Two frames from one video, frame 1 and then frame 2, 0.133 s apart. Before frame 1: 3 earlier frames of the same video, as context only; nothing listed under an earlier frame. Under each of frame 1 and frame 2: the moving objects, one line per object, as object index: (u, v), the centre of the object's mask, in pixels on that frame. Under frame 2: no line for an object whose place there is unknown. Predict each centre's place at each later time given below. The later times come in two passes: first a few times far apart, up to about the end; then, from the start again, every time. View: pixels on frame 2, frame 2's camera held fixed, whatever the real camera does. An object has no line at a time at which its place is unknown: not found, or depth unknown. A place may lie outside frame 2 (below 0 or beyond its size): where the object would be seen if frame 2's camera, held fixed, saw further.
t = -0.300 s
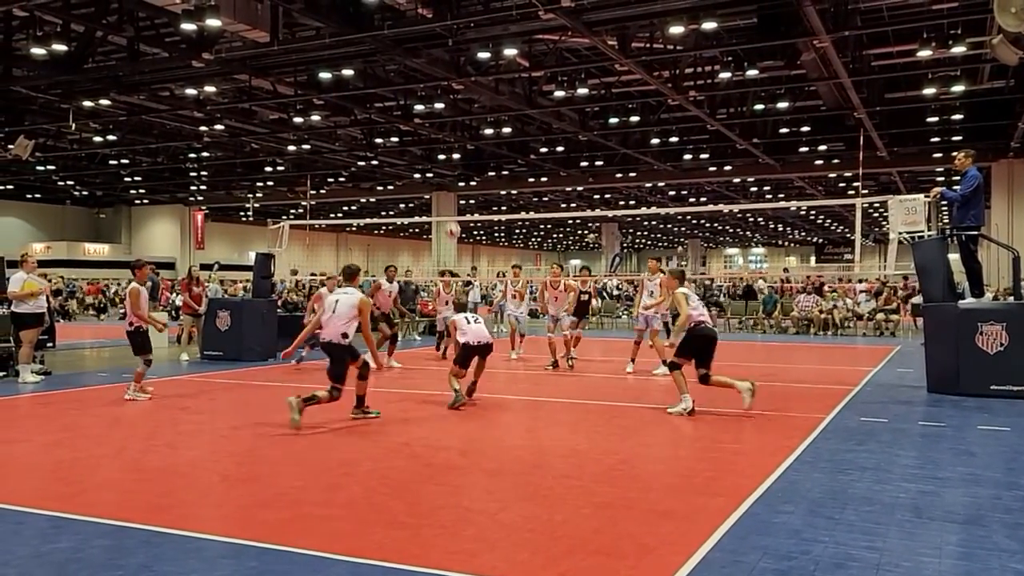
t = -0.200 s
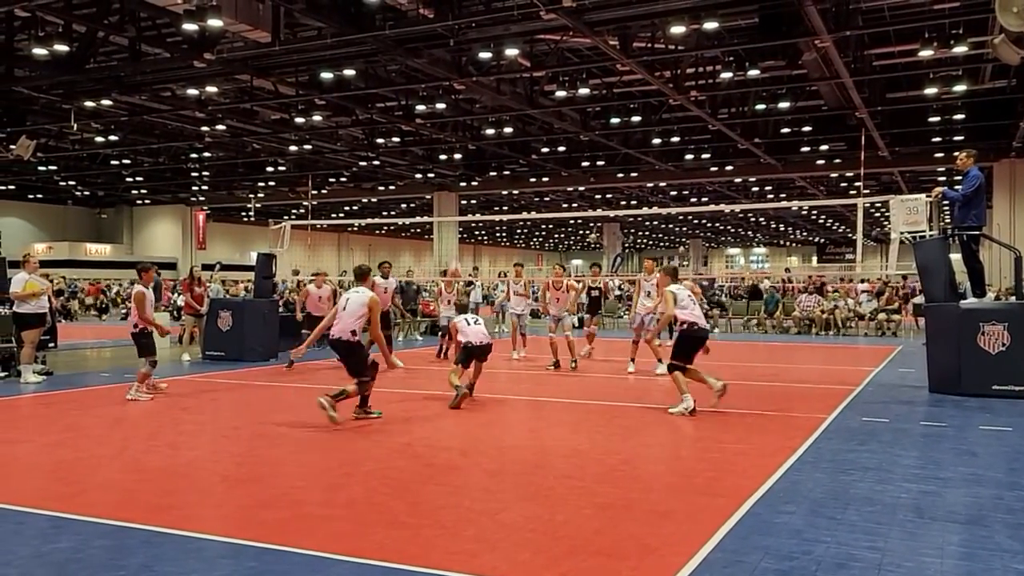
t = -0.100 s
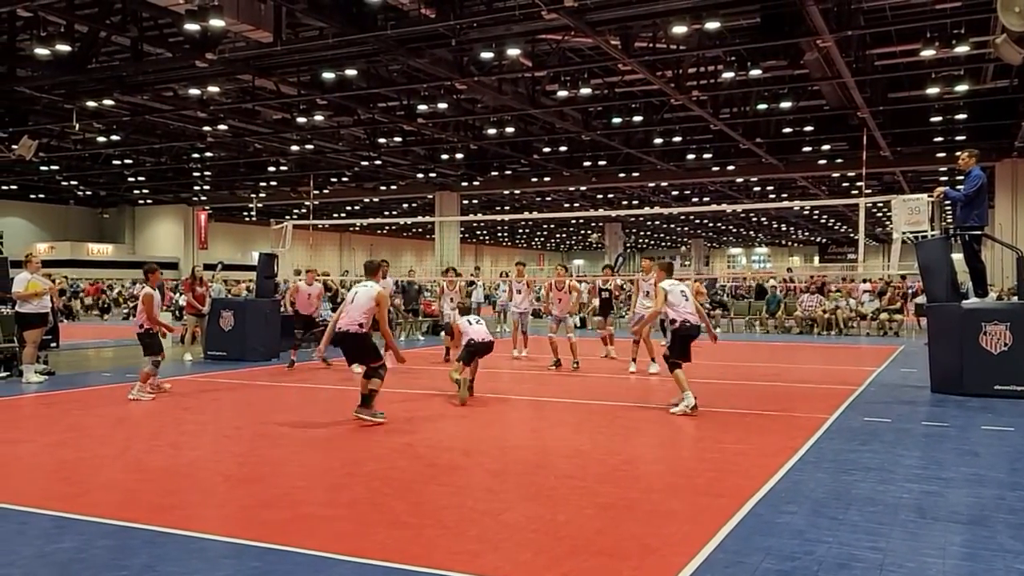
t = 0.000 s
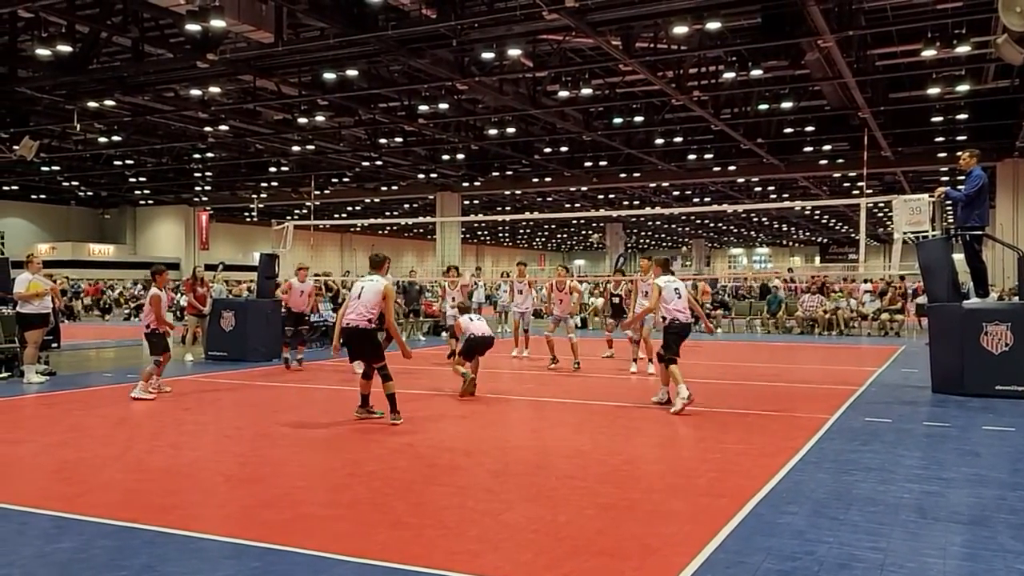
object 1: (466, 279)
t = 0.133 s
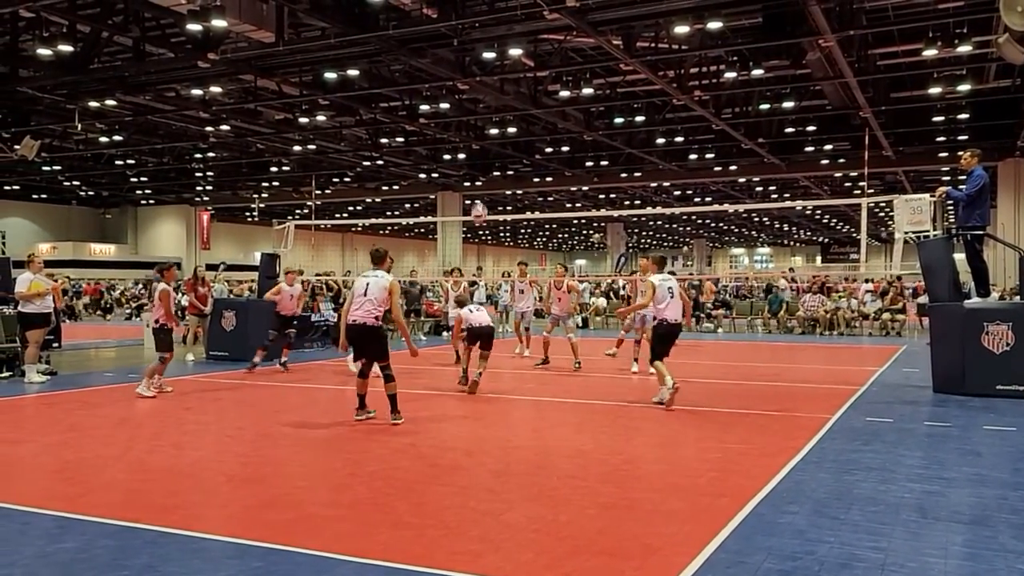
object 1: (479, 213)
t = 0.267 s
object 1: (490, 160)
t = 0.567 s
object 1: (516, 90)
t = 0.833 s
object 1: (539, 85)
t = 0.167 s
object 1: (481, 199)
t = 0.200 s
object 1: (485, 184)
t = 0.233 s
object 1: (487, 171)
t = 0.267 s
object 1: (490, 160)
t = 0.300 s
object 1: (493, 149)
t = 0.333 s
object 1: (496, 138)
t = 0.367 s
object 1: (499, 129)
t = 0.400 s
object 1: (502, 120)
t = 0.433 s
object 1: (505, 113)
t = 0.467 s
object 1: (508, 106)
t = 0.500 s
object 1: (510, 100)
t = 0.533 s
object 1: (513, 94)
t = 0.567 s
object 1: (516, 90)
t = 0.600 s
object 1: (519, 87)
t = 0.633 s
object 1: (522, 84)
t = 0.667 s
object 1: (525, 82)
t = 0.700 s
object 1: (528, 81)
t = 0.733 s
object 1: (530, 81)
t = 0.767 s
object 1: (533, 81)
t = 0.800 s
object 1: (536, 83)
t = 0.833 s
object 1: (539, 85)
